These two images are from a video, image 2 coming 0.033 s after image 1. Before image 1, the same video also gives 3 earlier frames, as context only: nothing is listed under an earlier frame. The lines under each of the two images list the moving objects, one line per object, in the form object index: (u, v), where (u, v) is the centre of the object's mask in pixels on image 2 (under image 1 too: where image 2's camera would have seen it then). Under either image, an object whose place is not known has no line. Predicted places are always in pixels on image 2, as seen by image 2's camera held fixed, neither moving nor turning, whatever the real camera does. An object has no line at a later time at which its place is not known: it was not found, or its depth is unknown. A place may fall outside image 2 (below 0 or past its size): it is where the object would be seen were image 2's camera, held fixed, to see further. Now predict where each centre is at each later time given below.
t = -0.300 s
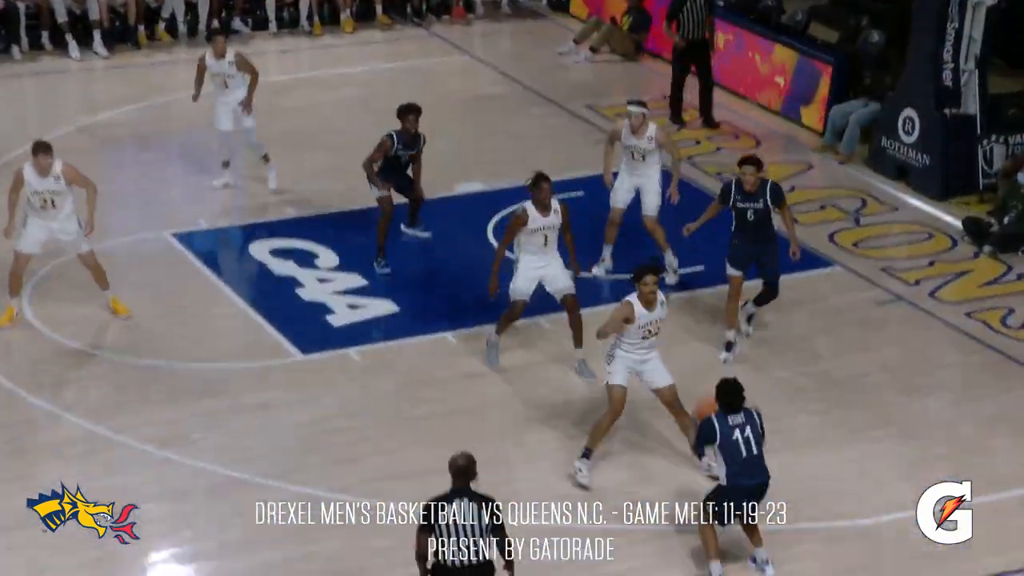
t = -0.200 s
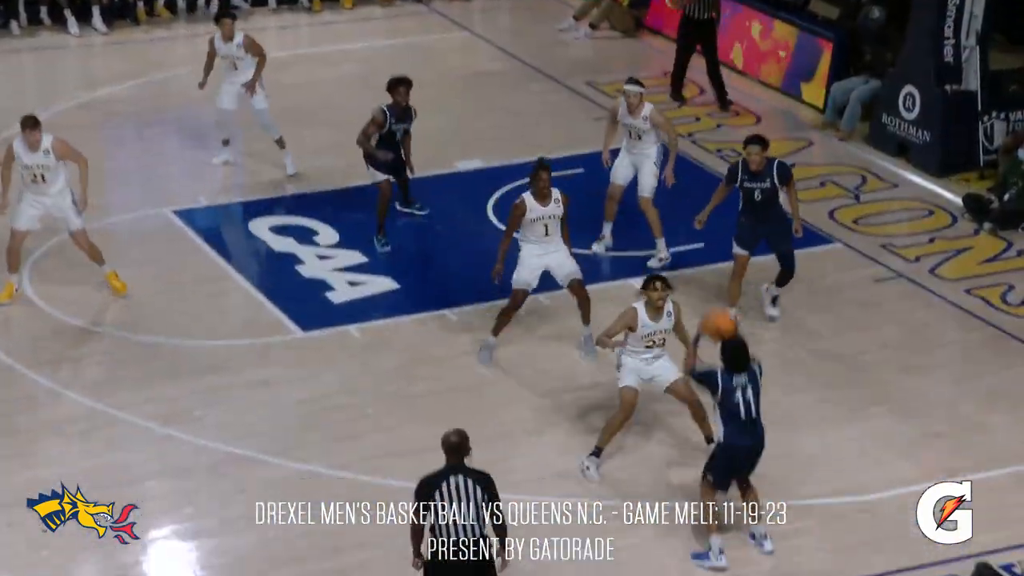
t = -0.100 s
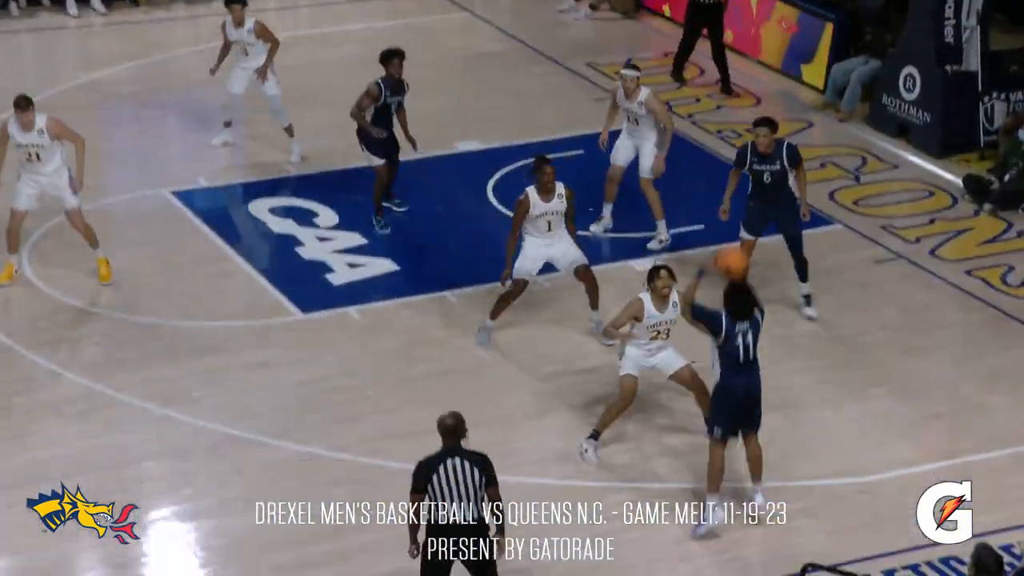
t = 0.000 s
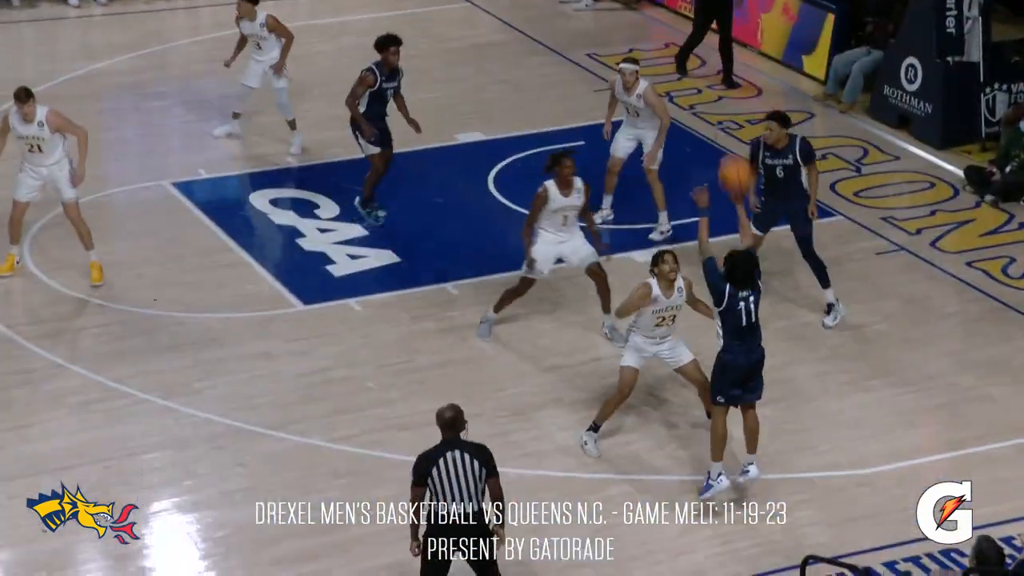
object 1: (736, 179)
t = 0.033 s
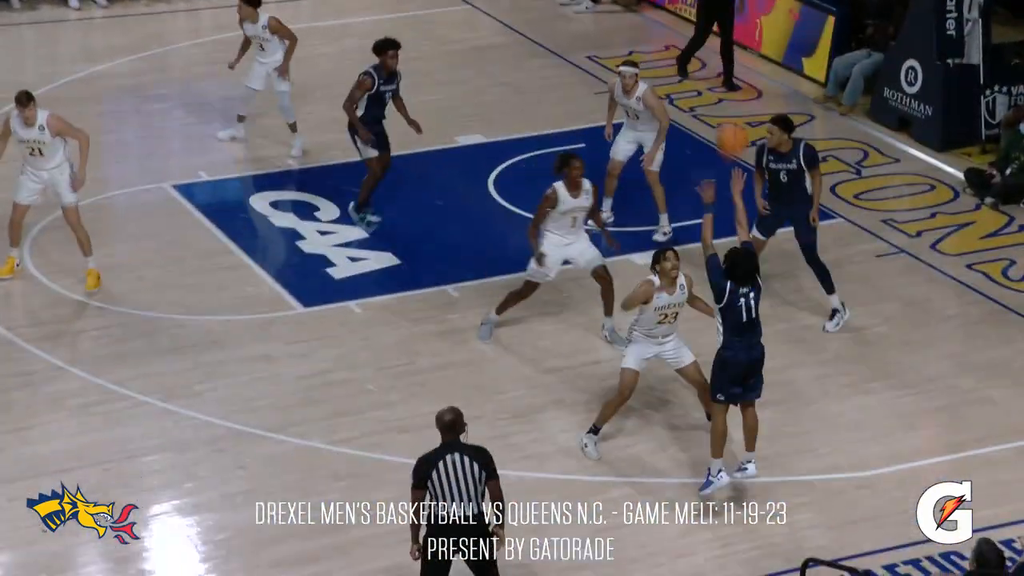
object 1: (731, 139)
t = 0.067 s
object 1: (729, 103)
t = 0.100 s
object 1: (726, 72)
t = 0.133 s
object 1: (722, 38)
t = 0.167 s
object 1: (719, 10)
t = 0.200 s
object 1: (716, -19)
